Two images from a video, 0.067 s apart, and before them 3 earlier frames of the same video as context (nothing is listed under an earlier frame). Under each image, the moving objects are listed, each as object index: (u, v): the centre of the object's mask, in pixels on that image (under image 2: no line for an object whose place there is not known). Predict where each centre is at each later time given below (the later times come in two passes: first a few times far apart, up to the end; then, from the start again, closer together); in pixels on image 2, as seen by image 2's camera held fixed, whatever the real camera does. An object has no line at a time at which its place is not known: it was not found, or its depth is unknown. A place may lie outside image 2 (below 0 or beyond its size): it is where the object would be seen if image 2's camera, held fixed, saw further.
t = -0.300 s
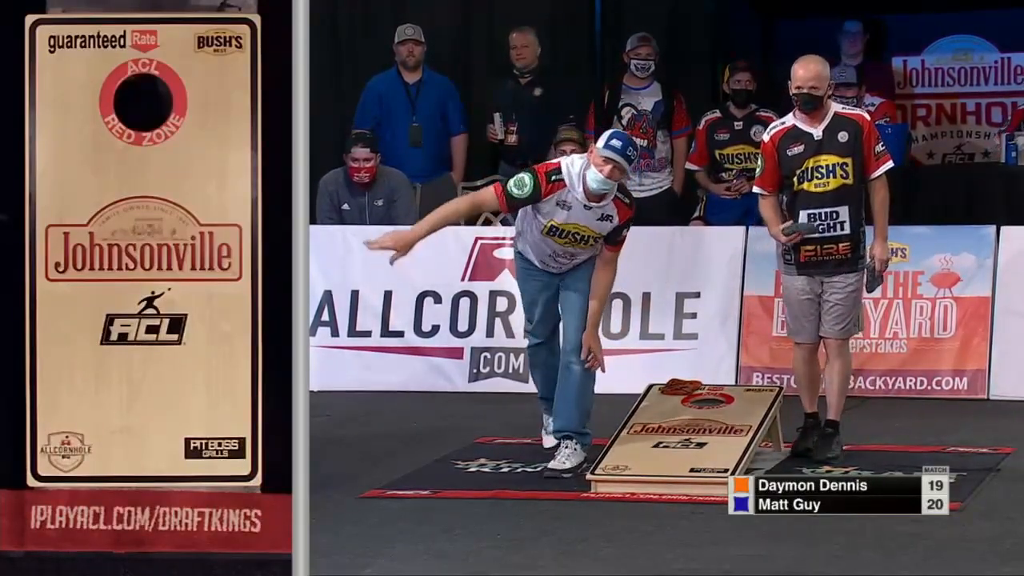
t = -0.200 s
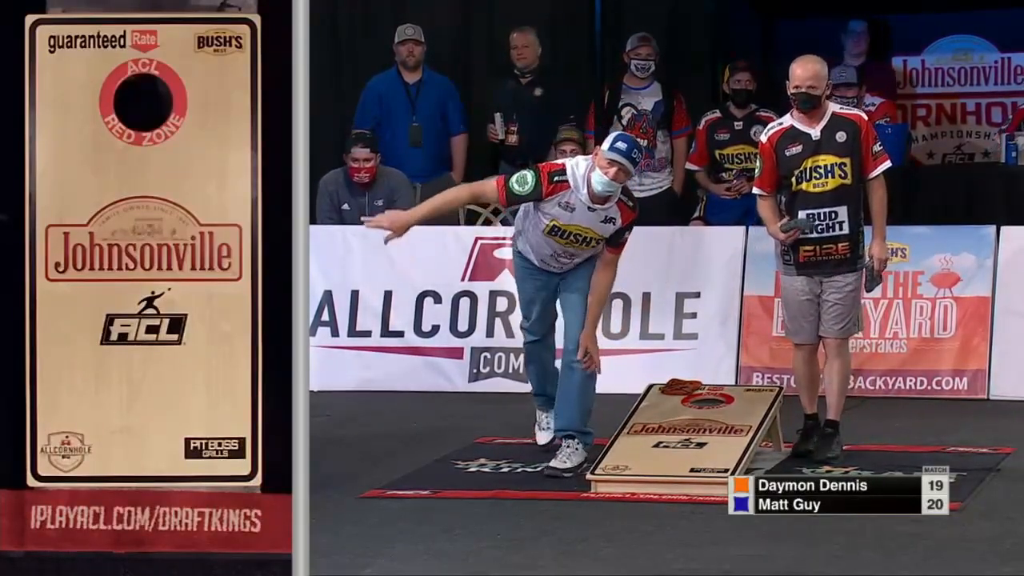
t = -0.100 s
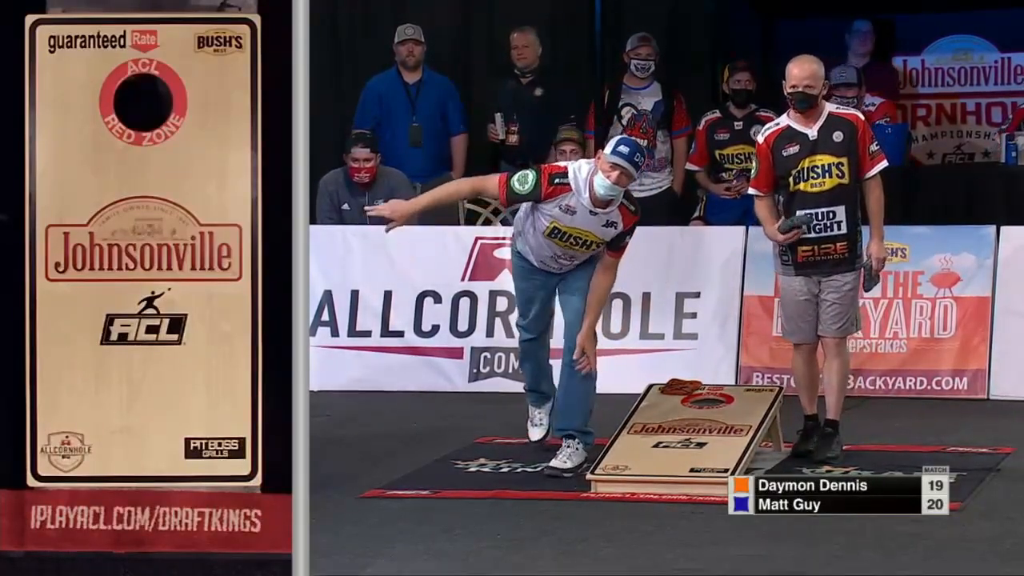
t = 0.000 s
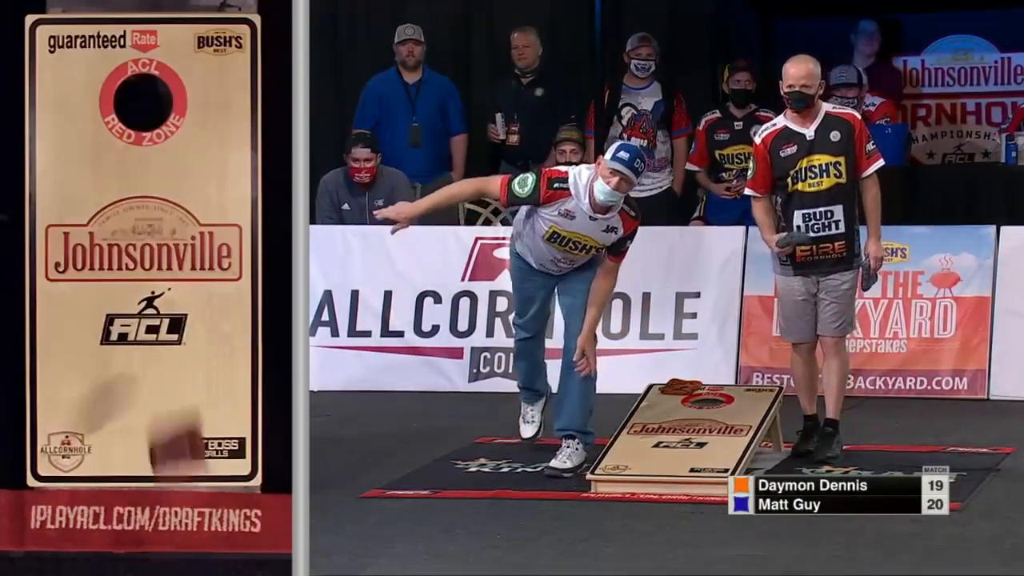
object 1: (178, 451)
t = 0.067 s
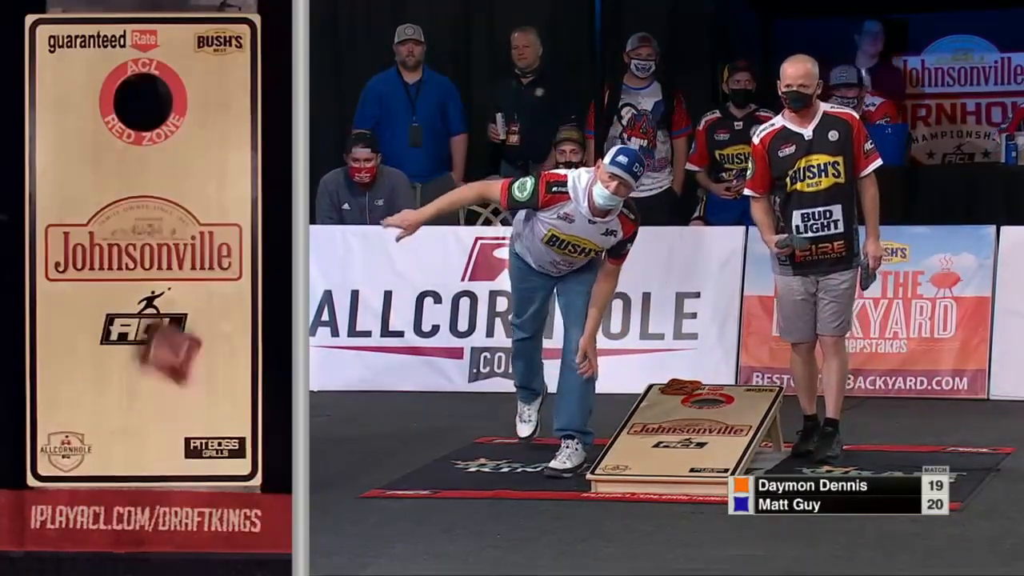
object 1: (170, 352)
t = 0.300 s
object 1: (160, 180)
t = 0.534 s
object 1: (157, 119)
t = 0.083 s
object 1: (170, 337)
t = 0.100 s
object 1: (168, 322)
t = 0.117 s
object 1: (165, 305)
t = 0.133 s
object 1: (165, 294)
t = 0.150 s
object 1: (165, 280)
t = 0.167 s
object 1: (164, 264)
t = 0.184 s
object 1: (163, 250)
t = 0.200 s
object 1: (162, 239)
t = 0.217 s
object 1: (161, 228)
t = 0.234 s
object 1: (161, 217)
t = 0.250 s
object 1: (161, 207)
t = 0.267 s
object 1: (161, 198)
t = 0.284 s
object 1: (160, 189)
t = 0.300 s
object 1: (160, 180)
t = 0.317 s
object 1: (159, 172)
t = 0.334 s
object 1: (159, 165)
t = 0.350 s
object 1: (159, 158)
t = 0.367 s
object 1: (159, 151)
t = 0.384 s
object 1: (159, 145)
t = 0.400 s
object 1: (159, 140)
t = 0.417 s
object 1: (159, 136)
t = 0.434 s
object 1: (159, 132)
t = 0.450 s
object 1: (159, 128)
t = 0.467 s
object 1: (159, 126)
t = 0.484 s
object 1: (158, 123)
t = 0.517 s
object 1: (158, 120)
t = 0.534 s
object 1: (157, 119)
